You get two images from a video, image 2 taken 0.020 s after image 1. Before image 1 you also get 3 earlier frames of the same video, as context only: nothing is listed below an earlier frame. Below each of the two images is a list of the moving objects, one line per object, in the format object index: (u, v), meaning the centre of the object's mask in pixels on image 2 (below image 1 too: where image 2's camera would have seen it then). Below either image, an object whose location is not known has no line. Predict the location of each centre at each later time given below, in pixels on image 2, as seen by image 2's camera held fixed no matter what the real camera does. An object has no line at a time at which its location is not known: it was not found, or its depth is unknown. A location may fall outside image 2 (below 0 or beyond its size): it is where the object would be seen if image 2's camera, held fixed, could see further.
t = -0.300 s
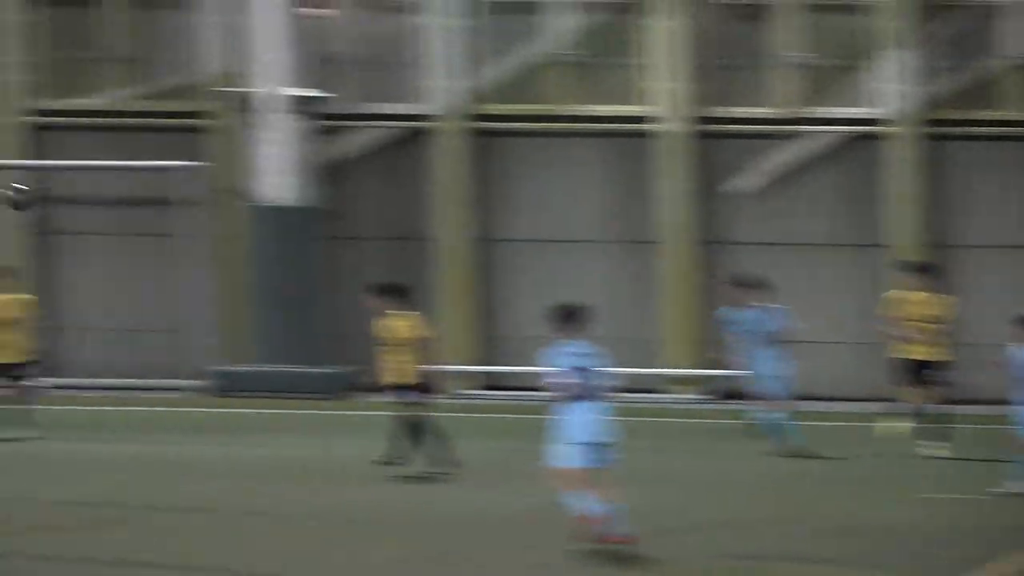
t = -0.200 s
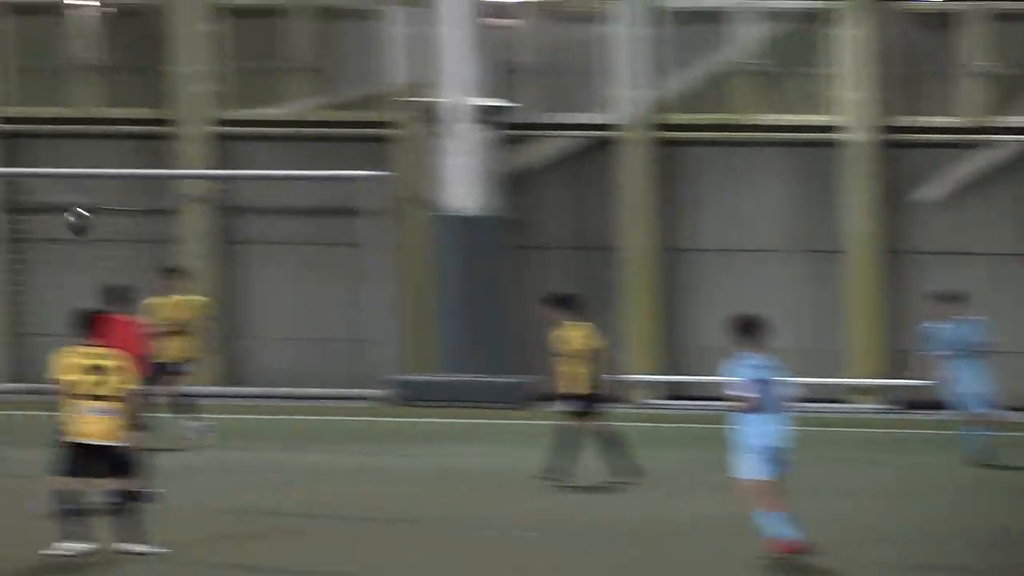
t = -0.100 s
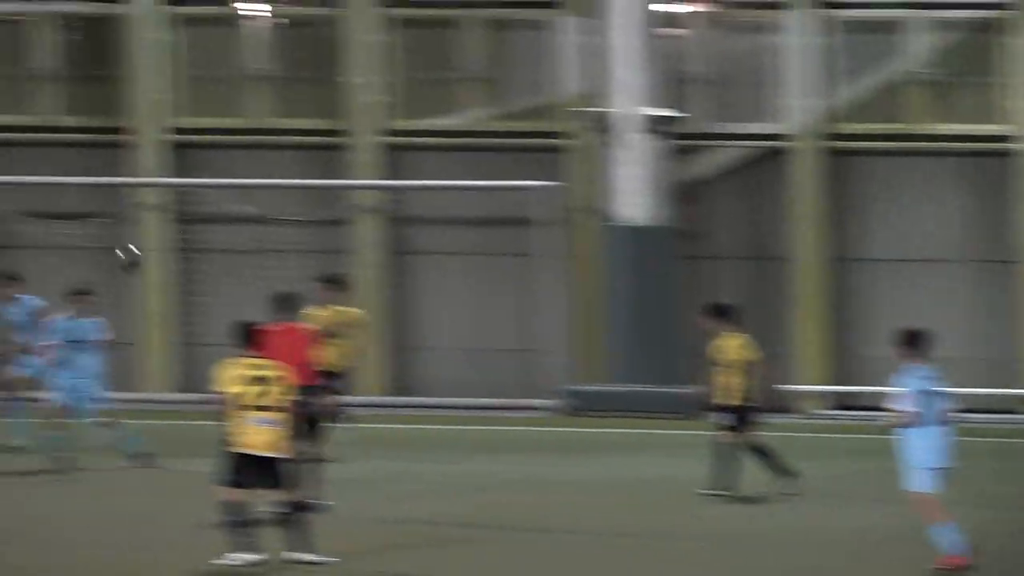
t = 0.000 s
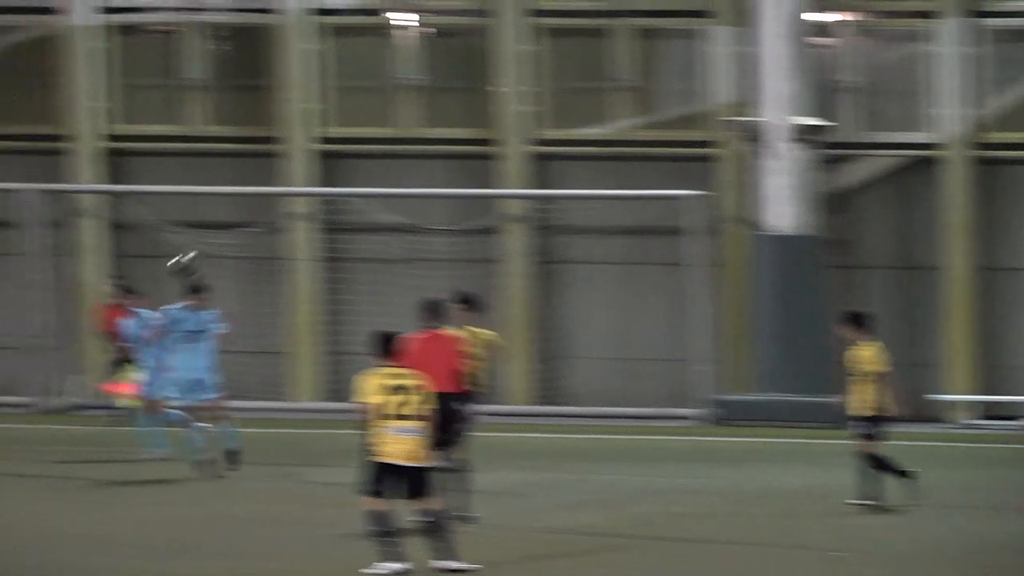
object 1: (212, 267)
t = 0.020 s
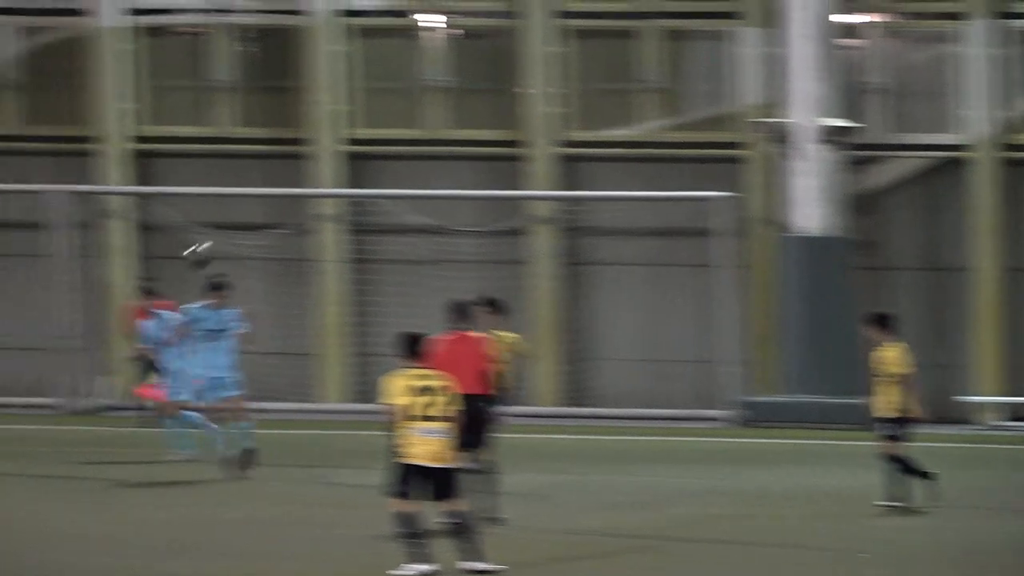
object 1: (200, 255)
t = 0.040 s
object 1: (187, 245)
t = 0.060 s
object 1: (174, 234)
